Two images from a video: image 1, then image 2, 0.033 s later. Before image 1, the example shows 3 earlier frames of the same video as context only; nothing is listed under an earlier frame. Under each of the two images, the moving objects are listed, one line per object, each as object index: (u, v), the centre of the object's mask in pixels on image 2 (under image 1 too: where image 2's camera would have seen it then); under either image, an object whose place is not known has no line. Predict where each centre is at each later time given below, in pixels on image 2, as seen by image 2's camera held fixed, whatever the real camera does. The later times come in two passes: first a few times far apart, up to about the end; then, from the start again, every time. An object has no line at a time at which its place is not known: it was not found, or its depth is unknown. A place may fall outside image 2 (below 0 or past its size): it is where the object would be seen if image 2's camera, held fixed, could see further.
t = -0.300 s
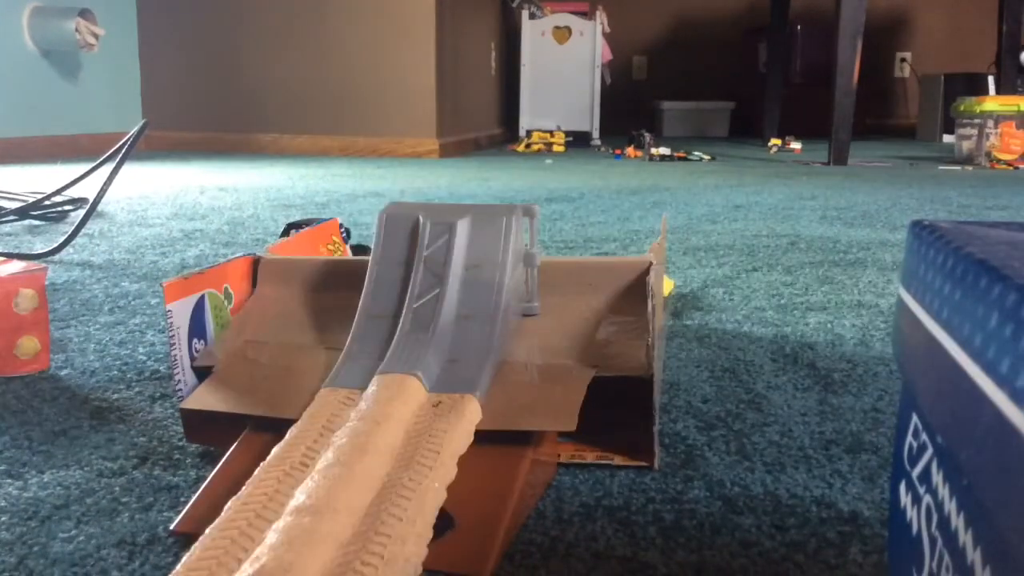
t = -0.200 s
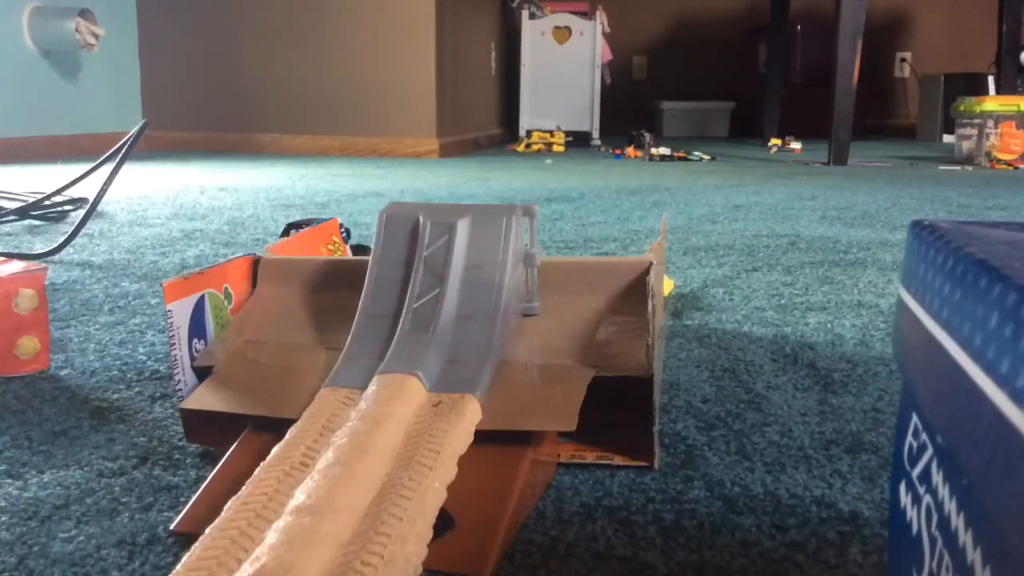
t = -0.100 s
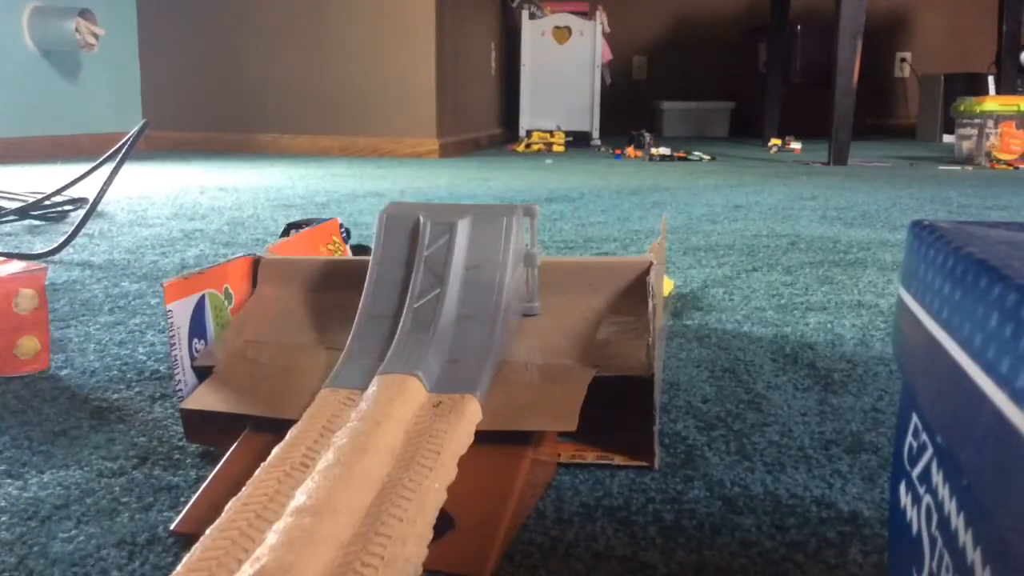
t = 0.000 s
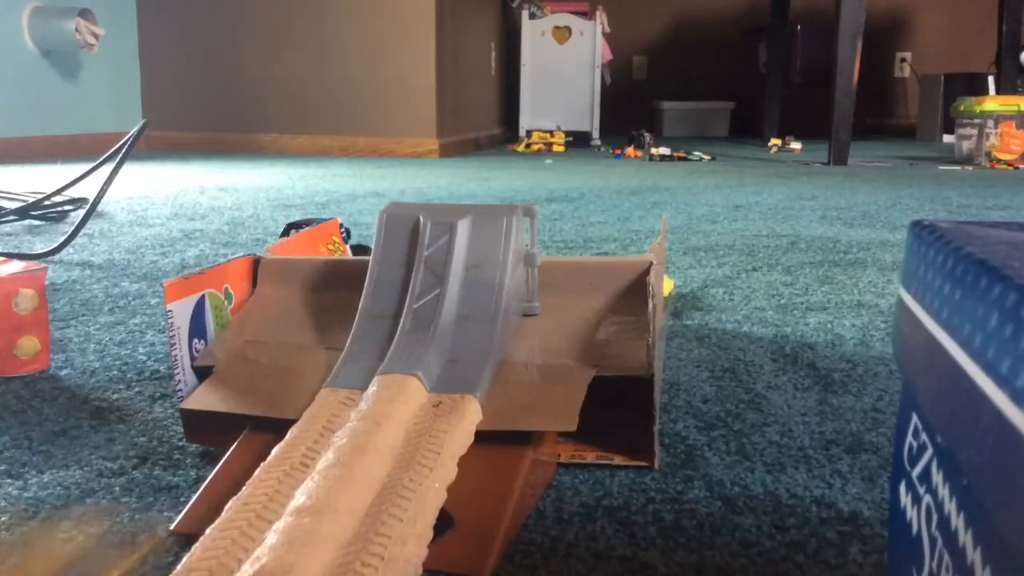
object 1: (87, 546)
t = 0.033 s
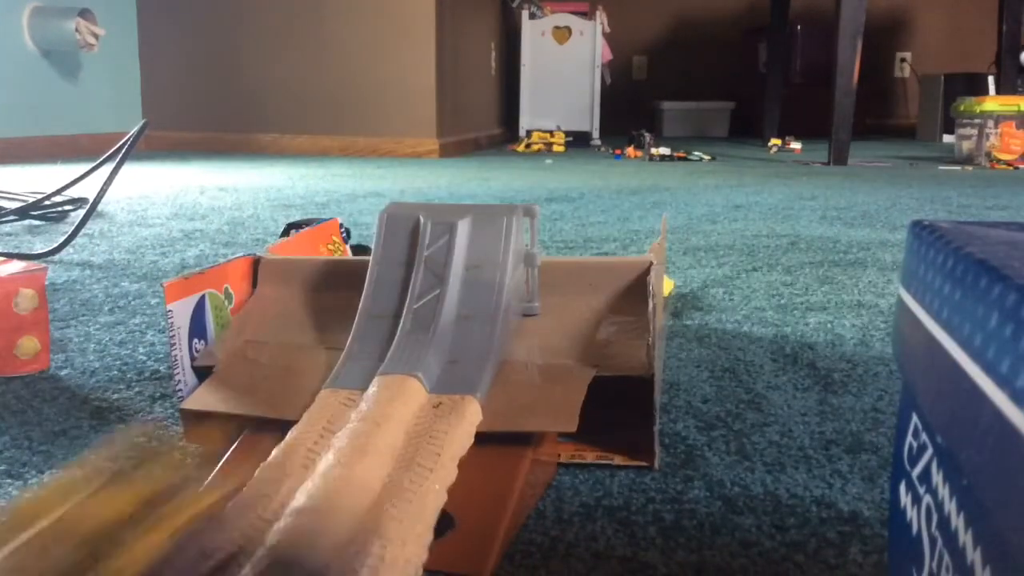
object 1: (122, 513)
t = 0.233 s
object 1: (444, 168)
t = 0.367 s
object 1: (478, 93)
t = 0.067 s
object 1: (194, 469)
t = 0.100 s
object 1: (270, 396)
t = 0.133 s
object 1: (325, 342)
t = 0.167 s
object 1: (388, 270)
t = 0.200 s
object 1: (412, 223)
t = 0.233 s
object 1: (444, 168)
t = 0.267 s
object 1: (453, 111)
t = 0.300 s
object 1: (463, 88)
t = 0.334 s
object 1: (472, 87)
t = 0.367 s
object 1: (478, 93)
